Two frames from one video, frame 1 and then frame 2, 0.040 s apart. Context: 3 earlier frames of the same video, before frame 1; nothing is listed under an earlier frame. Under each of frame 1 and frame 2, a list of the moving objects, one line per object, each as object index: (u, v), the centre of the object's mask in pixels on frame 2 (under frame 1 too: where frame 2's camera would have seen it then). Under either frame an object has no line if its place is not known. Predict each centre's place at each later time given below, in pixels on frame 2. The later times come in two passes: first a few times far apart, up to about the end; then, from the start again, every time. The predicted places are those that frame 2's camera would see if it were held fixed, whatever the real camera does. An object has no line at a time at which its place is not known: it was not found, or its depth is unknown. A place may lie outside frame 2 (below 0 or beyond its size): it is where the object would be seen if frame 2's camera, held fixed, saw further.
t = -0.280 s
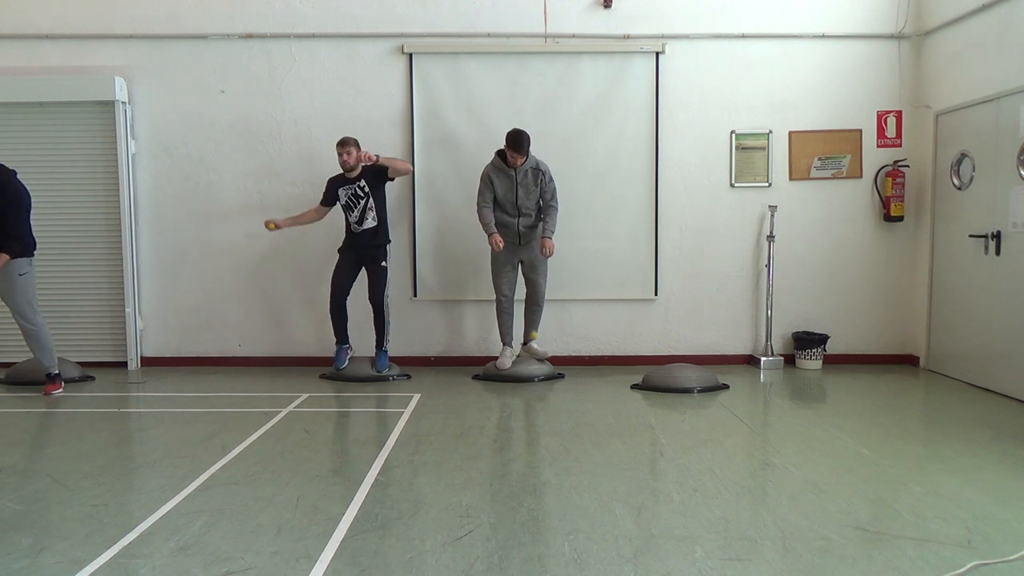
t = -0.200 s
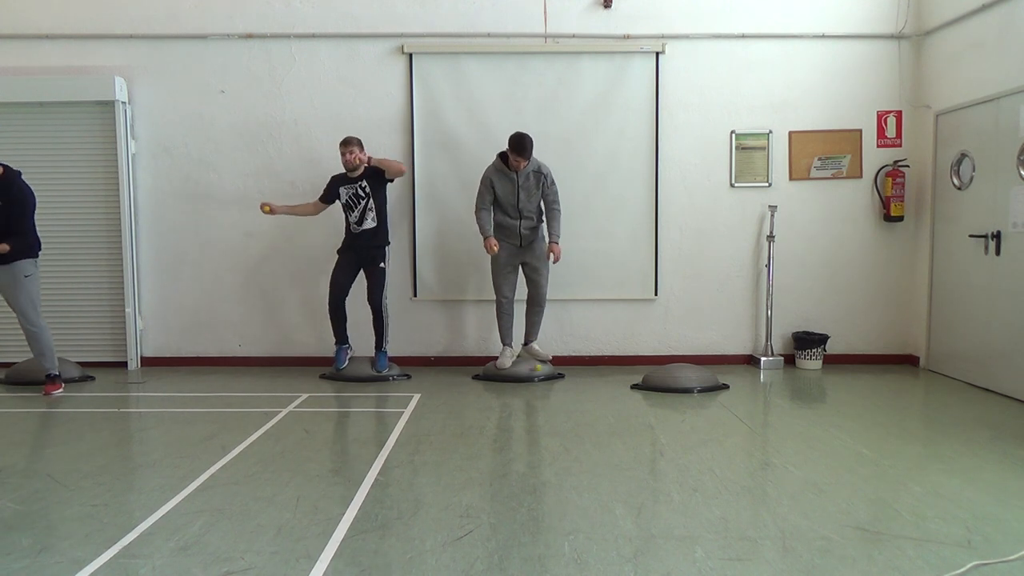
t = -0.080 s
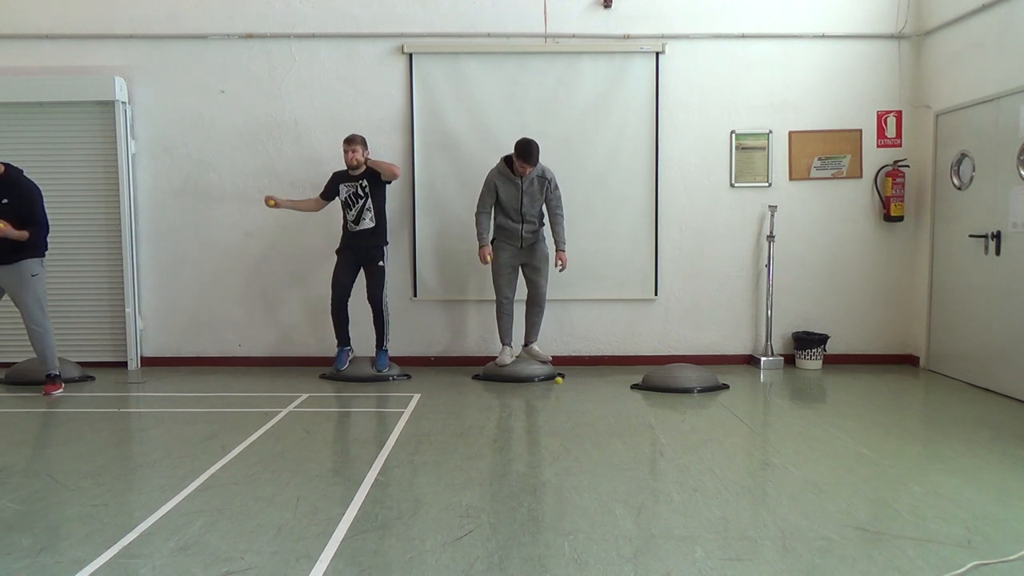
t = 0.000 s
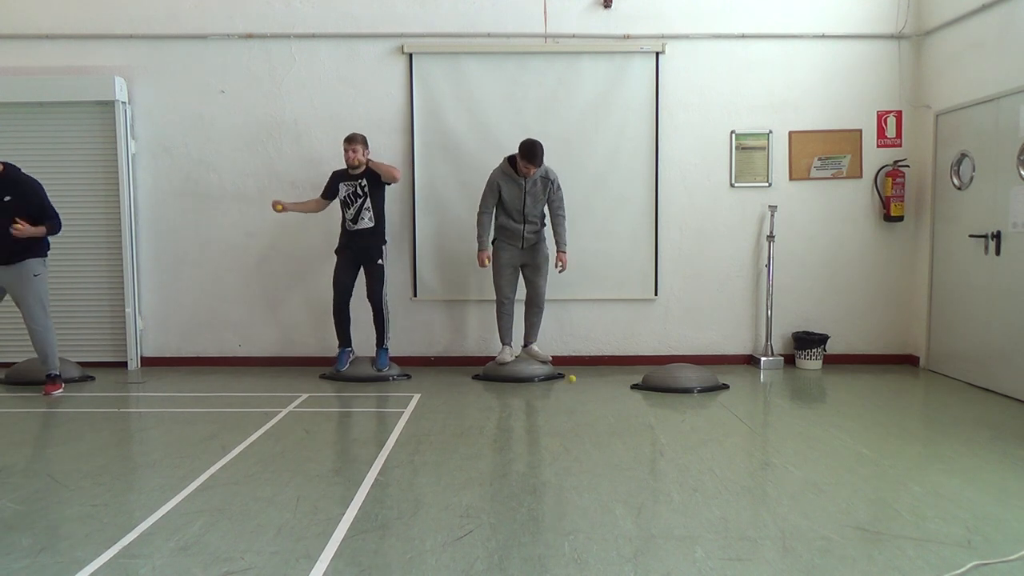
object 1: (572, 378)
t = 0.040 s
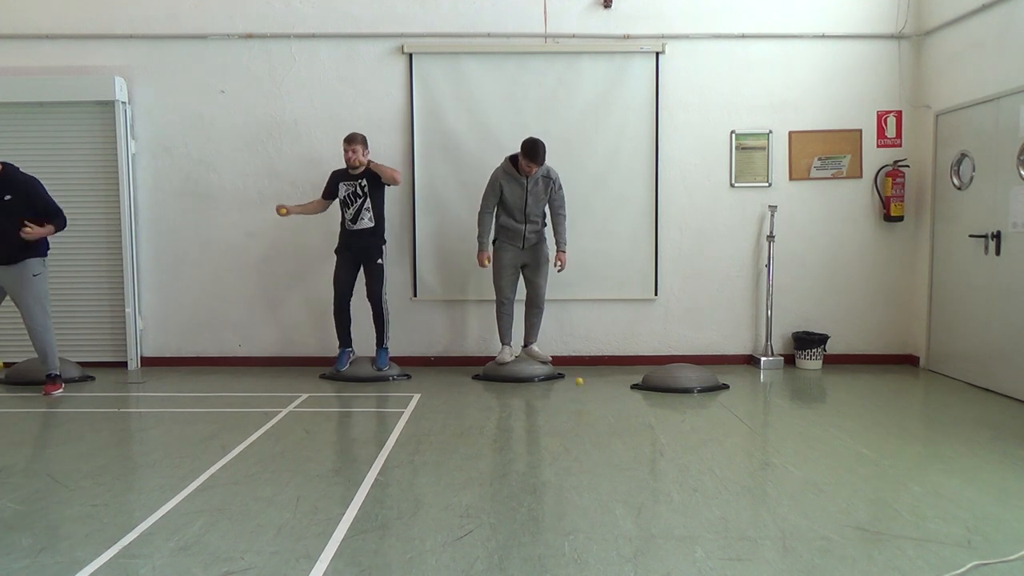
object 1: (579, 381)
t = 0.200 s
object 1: (609, 398)
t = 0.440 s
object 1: (661, 421)
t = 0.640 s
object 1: (713, 443)
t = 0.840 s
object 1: (778, 464)
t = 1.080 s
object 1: (877, 505)
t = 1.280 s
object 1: (983, 543)
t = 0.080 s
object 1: (586, 386)
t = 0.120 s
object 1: (593, 394)
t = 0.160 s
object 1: (601, 402)
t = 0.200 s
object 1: (609, 398)
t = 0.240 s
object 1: (617, 397)
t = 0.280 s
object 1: (625, 399)
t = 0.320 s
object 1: (634, 403)
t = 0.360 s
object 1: (643, 409)
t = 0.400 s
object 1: (651, 420)
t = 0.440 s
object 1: (661, 421)
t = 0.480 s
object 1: (671, 419)
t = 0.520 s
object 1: (681, 420)
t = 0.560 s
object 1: (692, 424)
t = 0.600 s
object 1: (702, 432)
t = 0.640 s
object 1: (713, 443)
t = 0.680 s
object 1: (725, 447)
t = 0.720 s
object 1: (737, 446)
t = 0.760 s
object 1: (751, 448)
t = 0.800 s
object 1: (764, 455)
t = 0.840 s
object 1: (778, 464)
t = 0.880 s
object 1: (792, 476)
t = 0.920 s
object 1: (808, 475)
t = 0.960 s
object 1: (824, 478)
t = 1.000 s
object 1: (842, 485)
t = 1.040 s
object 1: (859, 496)
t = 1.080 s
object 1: (877, 505)
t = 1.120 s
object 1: (897, 506)
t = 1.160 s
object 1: (917, 511)
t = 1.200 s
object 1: (938, 520)
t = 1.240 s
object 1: (959, 534)
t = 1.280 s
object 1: (983, 543)
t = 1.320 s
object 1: (1008, 545)
